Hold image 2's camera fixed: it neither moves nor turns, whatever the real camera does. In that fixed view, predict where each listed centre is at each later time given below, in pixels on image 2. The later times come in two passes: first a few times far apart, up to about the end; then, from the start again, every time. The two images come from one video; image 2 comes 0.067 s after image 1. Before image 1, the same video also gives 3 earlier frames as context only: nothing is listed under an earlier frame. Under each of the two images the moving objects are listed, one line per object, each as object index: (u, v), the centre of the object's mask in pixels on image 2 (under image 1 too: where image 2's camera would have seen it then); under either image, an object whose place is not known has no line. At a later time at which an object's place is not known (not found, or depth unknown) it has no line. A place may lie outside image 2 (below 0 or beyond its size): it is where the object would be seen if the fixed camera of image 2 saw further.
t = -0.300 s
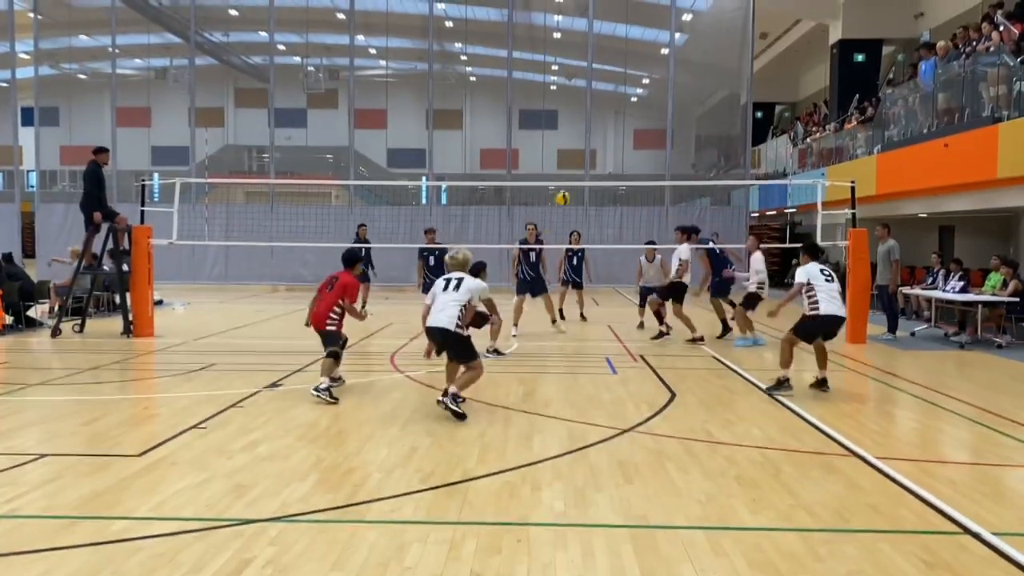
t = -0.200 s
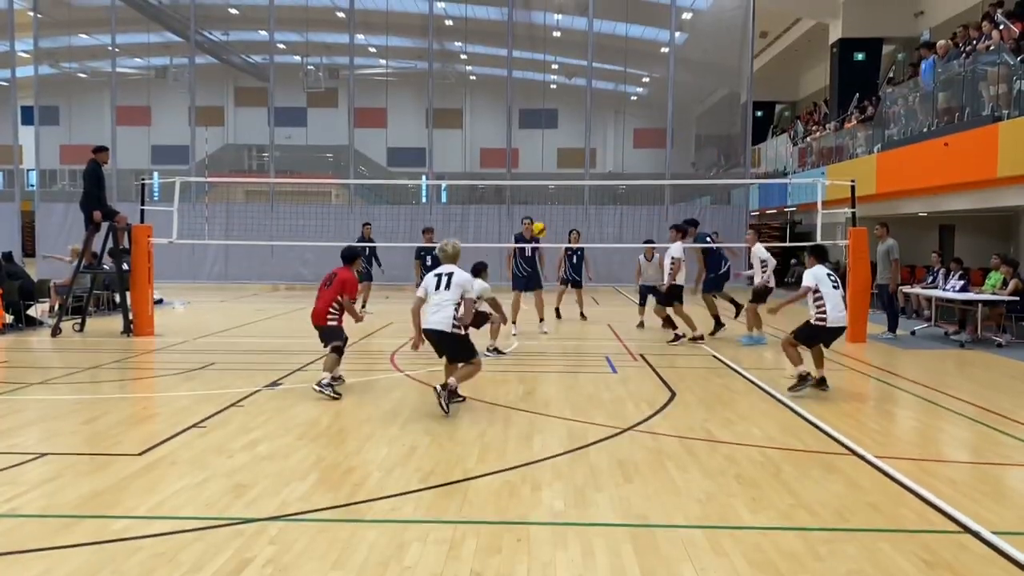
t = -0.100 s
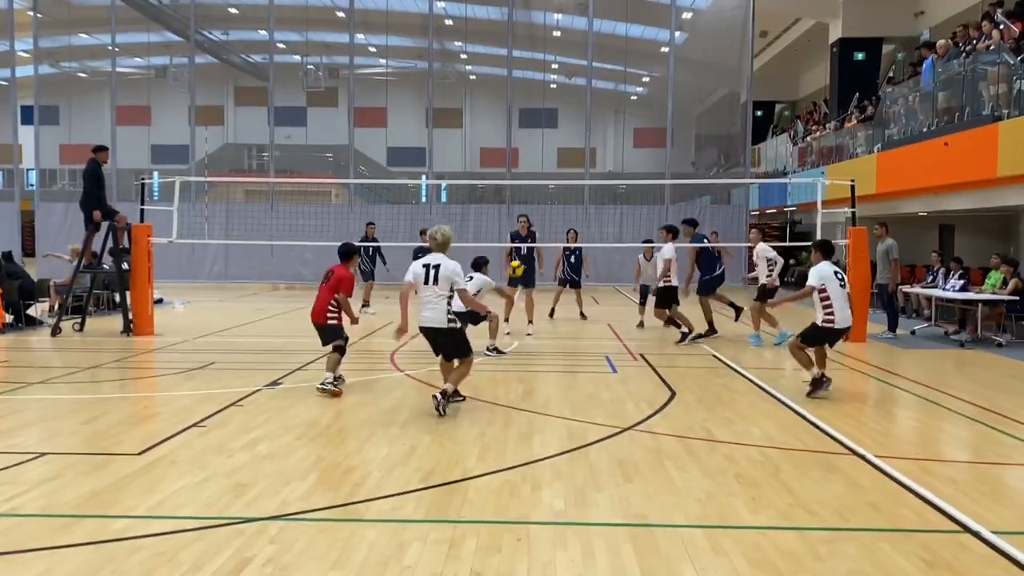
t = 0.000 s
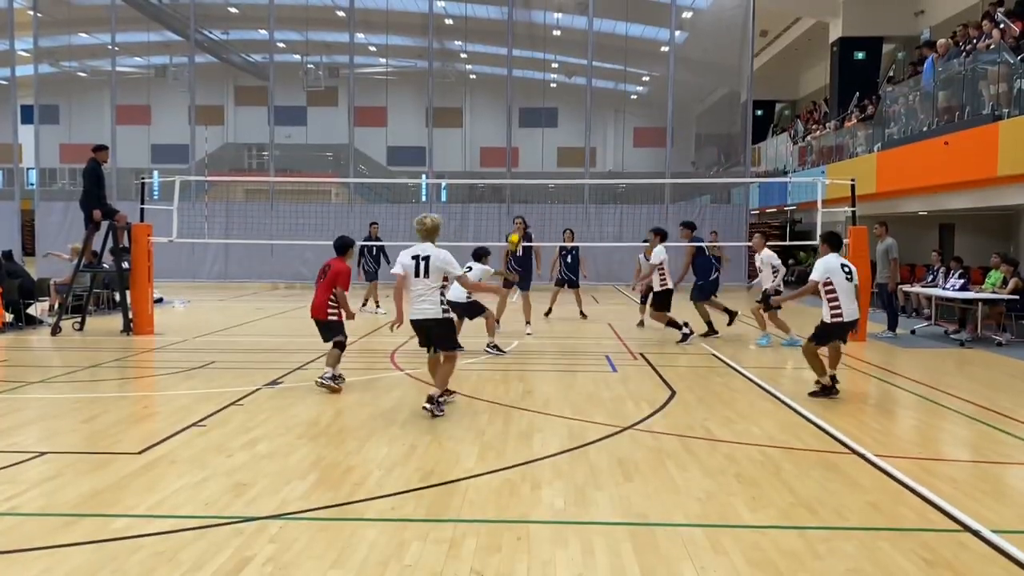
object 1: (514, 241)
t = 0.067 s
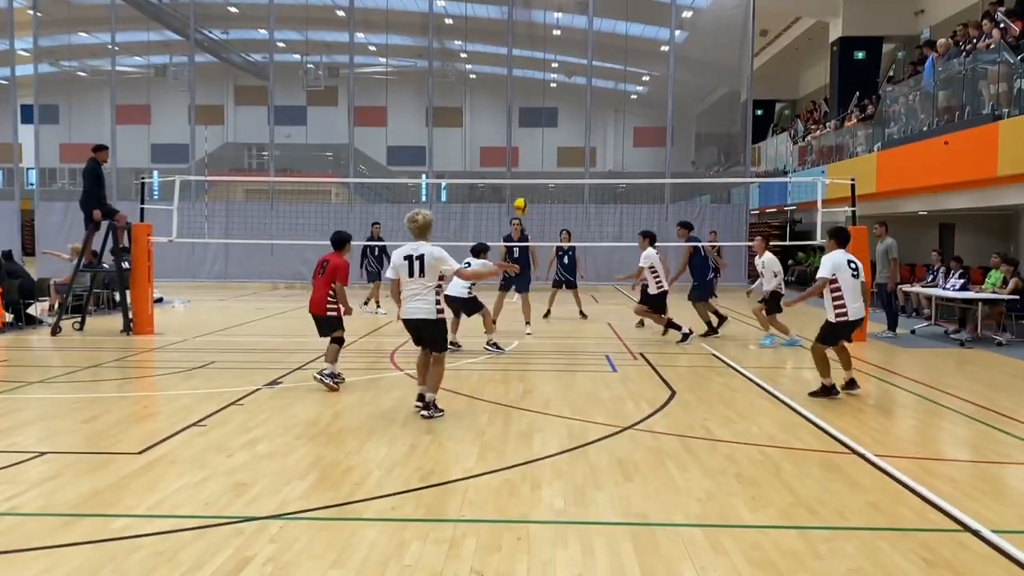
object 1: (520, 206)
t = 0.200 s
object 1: (532, 146)
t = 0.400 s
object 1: (550, 83)
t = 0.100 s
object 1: (523, 190)
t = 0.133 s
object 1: (526, 174)
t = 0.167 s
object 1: (529, 159)
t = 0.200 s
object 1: (532, 146)
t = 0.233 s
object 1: (535, 133)
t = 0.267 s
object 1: (539, 121)
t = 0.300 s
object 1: (542, 110)
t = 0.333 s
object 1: (544, 100)
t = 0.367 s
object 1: (547, 92)
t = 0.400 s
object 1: (550, 83)
